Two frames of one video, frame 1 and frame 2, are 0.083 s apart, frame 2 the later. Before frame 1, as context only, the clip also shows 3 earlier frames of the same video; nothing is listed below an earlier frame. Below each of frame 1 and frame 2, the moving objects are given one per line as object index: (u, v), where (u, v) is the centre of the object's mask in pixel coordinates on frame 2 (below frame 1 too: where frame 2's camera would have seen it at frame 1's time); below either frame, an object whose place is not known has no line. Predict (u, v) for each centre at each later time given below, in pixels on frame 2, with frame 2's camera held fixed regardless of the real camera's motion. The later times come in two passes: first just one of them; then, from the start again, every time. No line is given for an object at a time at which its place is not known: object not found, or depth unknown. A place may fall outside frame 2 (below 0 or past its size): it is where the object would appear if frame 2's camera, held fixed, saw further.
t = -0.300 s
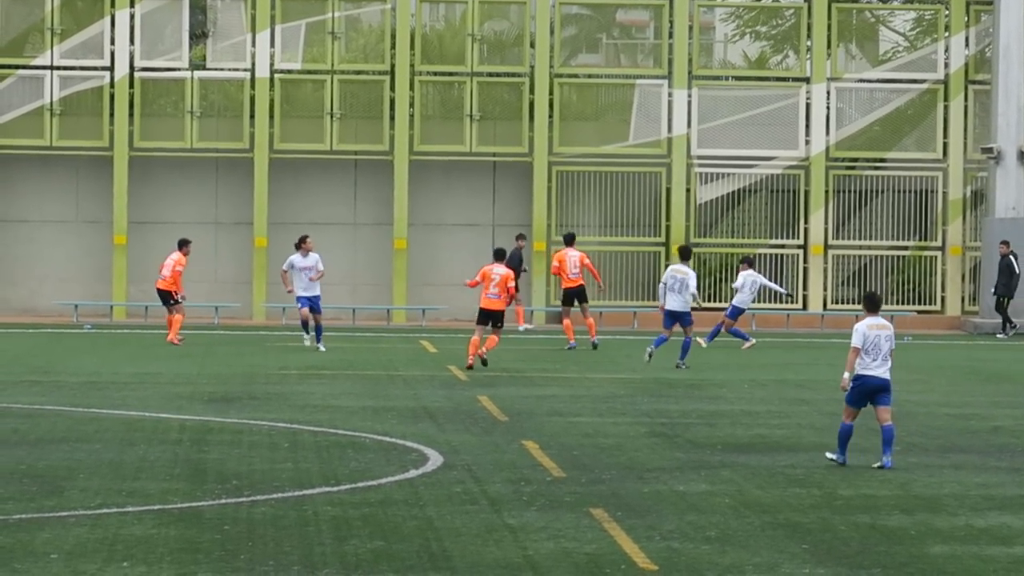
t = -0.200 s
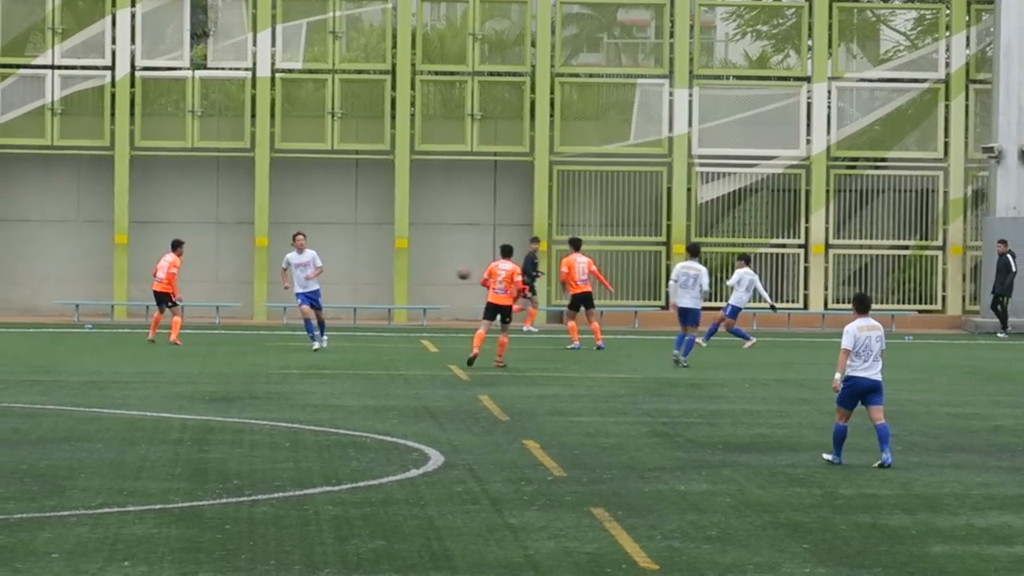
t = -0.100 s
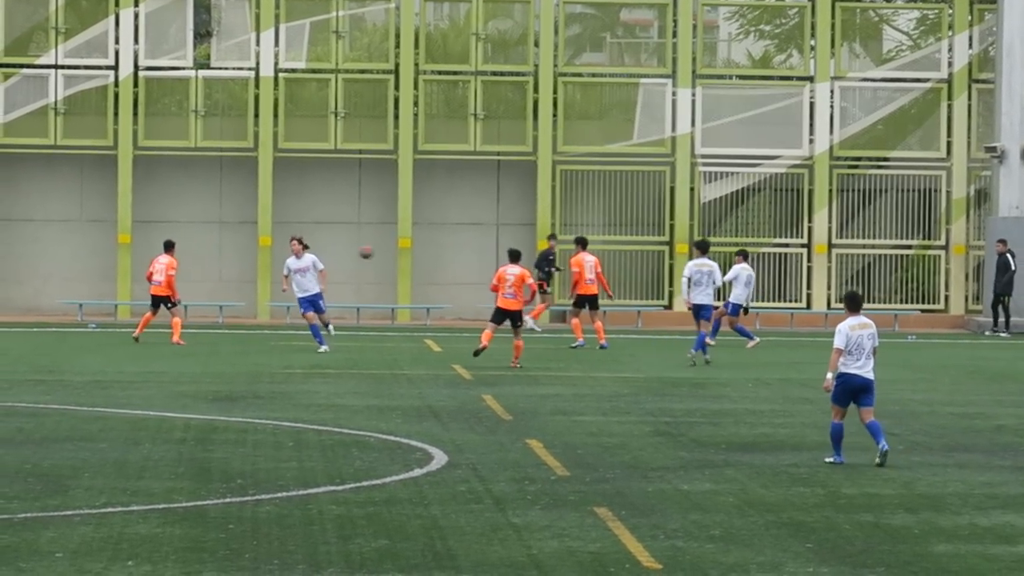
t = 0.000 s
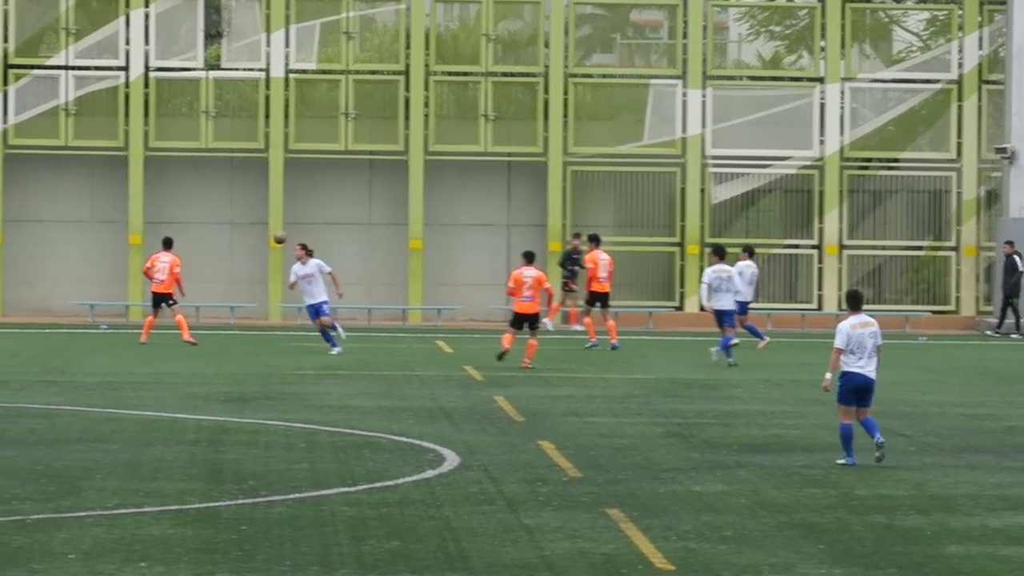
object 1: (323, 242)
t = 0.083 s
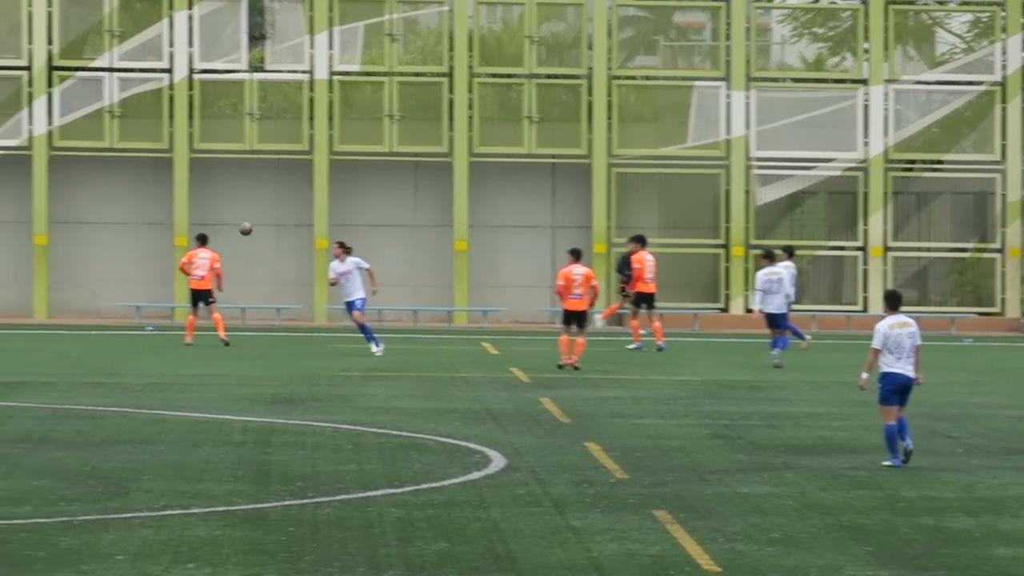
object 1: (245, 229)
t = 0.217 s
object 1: (128, 213)
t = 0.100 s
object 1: (230, 227)
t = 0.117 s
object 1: (215, 224)
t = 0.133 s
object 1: (201, 222)
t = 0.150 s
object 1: (186, 221)
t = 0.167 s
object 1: (171, 218)
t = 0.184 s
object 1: (157, 217)
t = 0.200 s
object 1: (143, 215)
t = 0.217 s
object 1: (128, 213)
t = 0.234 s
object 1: (114, 212)
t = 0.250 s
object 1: (99, 211)
